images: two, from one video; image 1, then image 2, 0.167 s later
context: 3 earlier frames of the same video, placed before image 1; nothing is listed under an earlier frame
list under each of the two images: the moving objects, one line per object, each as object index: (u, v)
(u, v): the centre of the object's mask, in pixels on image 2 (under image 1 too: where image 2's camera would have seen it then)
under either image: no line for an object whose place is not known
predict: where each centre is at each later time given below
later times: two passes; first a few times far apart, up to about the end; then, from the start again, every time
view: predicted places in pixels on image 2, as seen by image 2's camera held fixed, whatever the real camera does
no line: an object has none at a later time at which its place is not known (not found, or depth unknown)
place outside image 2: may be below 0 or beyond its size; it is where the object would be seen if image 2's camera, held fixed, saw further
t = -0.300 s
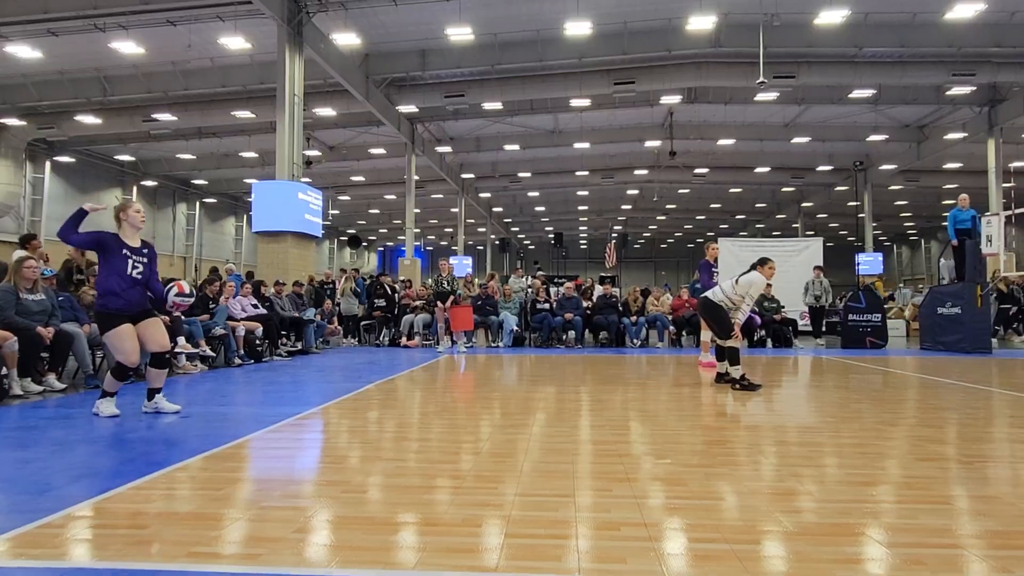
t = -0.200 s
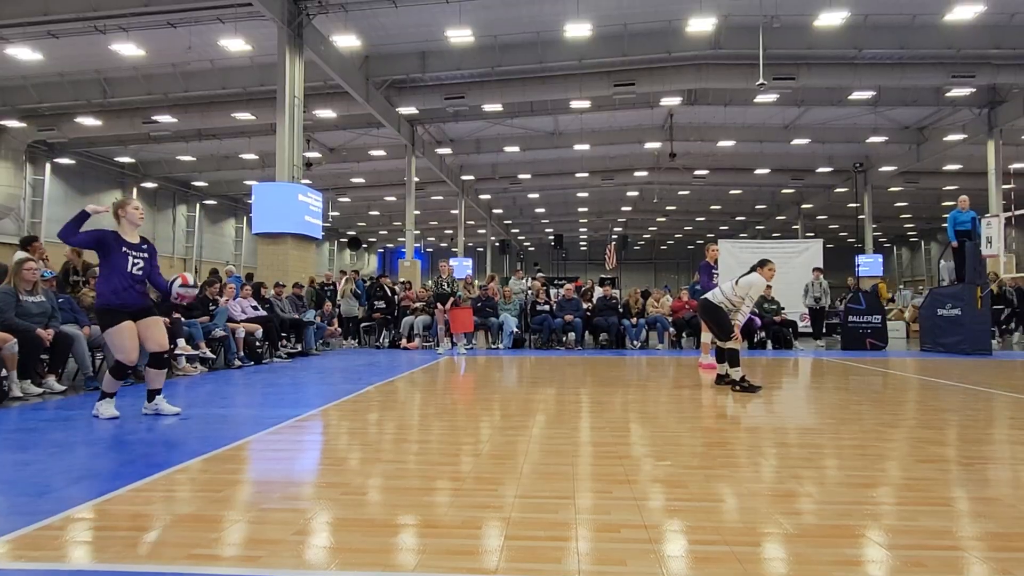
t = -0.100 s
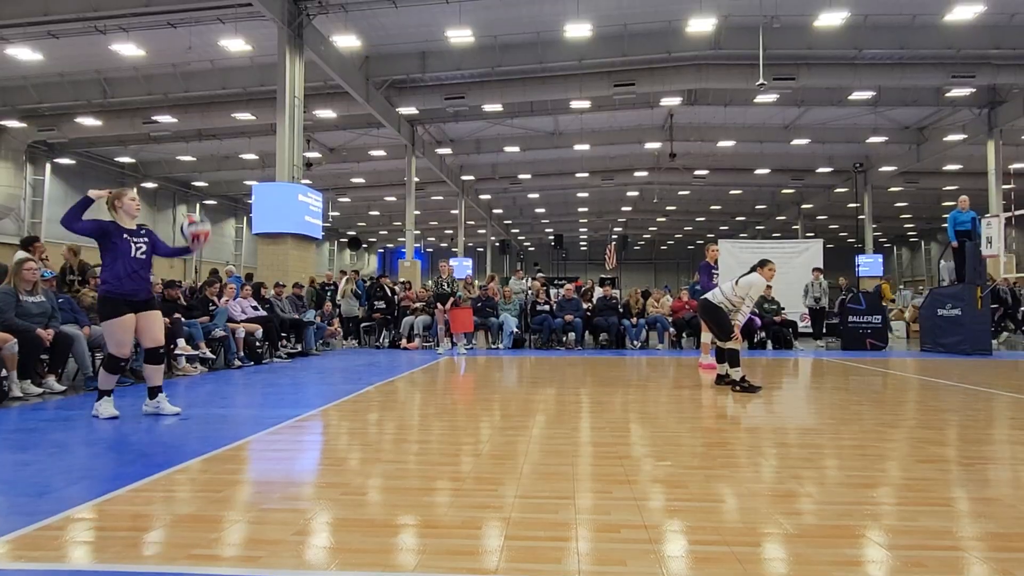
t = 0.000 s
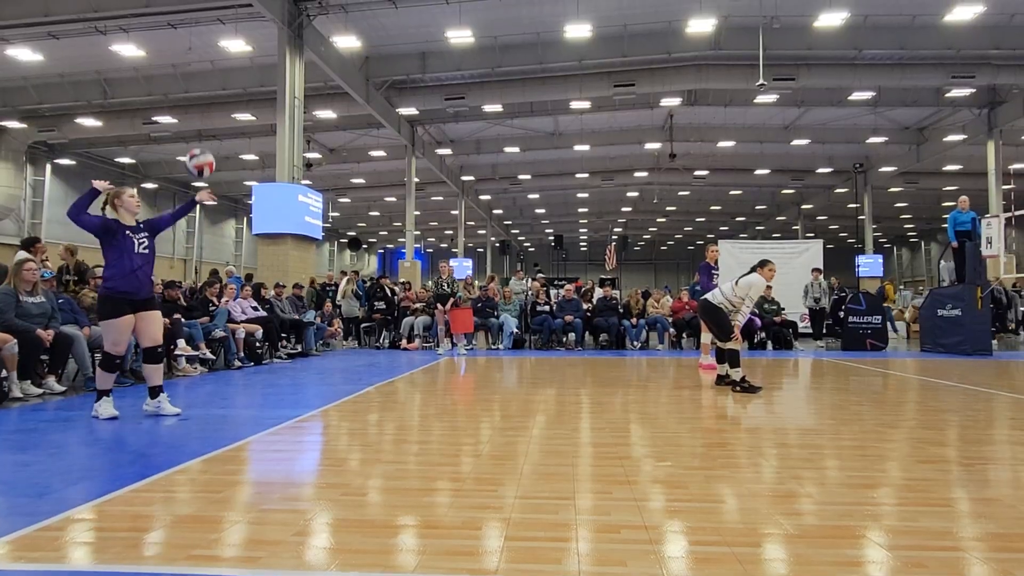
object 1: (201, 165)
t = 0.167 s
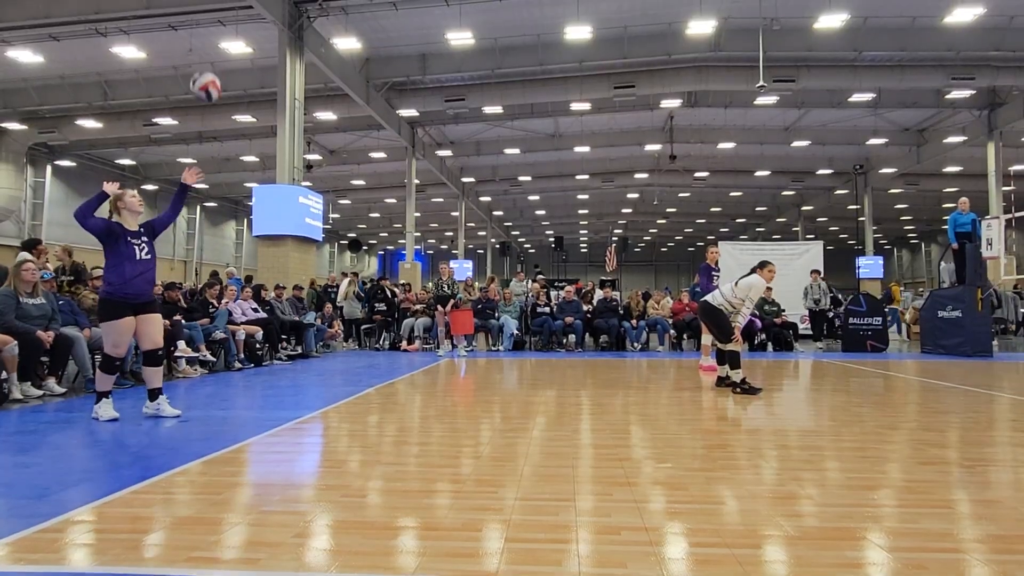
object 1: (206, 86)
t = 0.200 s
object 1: (206, 74)
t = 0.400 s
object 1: (211, 33)
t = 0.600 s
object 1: (215, 42)
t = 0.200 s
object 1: (206, 74)
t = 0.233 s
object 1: (207, 64)
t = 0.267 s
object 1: (208, 55)
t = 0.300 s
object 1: (209, 48)
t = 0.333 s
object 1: (209, 41)
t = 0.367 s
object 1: (210, 37)
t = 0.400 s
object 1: (211, 33)
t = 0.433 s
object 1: (212, 31)
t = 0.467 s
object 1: (212, 31)
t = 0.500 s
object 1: (213, 32)
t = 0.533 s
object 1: (213, 34)
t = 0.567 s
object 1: (214, 37)
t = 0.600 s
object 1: (215, 42)
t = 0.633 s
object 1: (215, 49)
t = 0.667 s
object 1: (215, 57)
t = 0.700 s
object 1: (217, 65)
